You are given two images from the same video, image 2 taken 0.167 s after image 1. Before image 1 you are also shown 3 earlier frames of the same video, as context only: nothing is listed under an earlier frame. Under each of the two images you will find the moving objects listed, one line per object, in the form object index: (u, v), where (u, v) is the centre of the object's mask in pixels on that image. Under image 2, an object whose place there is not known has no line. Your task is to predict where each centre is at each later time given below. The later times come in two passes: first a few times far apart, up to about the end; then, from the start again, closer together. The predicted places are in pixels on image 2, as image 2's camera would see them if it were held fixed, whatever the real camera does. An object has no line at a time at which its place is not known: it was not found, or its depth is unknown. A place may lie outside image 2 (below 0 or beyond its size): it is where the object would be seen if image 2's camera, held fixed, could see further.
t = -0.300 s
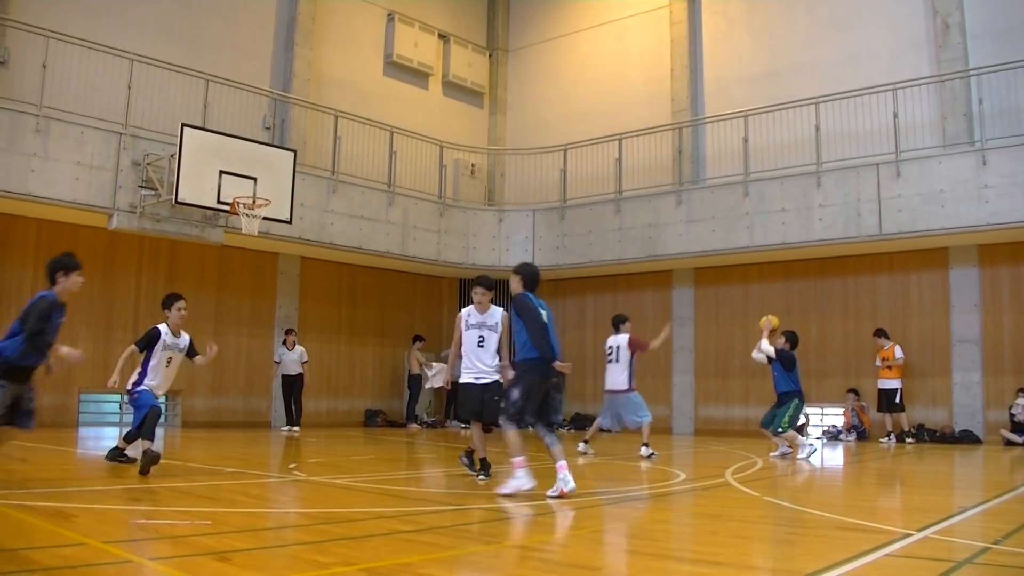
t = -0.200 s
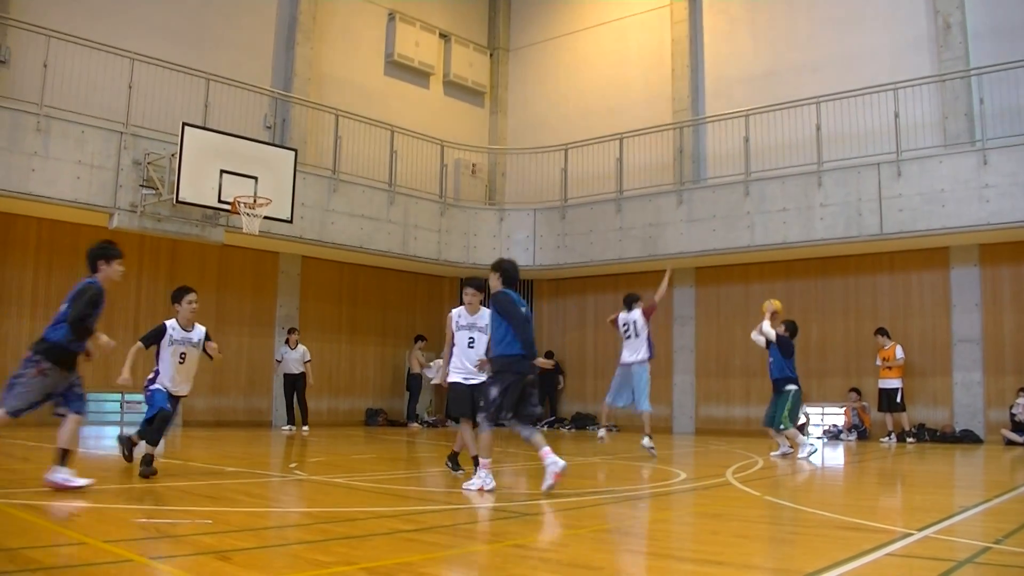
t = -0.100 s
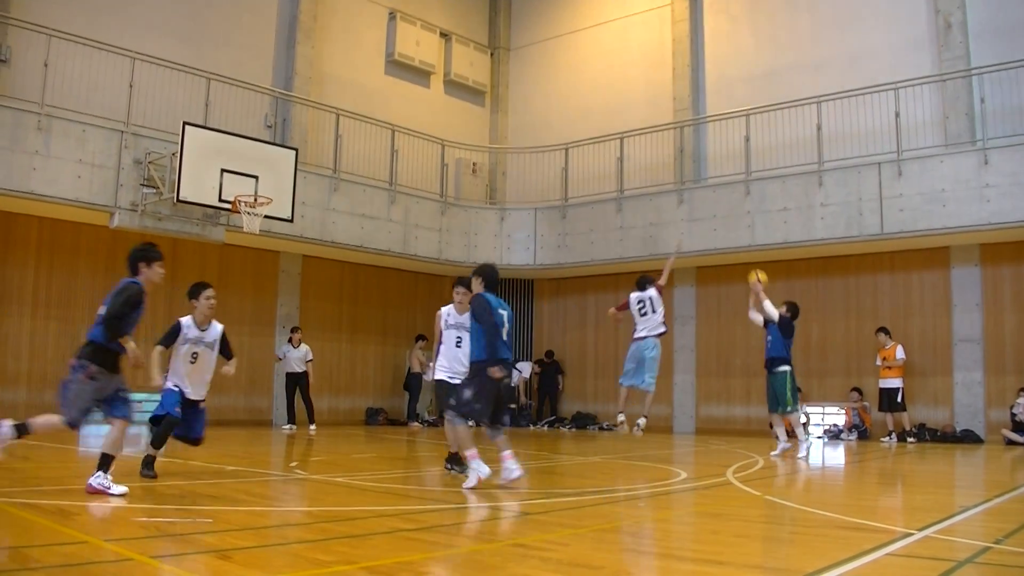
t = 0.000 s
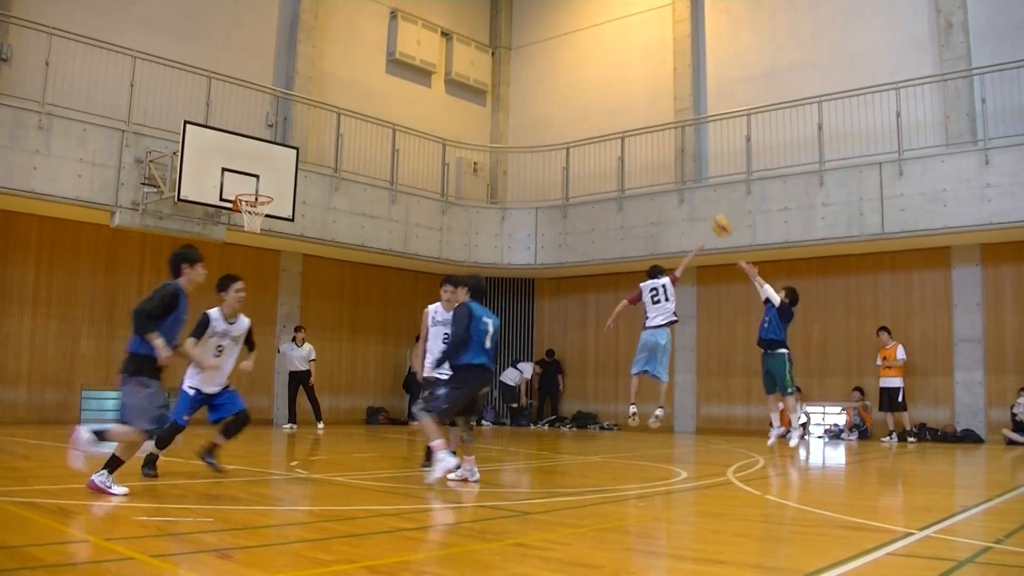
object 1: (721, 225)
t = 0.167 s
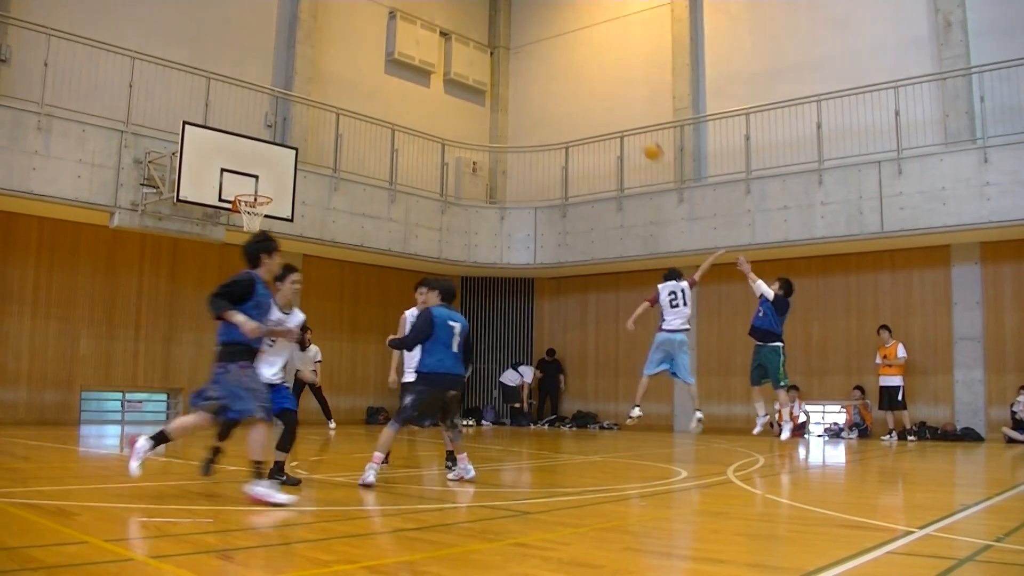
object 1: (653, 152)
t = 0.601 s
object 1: (488, 65)
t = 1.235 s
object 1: (264, 187)
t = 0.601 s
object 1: (488, 65)
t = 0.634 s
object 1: (475, 65)
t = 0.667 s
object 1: (463, 65)
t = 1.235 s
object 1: (264, 187)
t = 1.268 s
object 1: (261, 181)
